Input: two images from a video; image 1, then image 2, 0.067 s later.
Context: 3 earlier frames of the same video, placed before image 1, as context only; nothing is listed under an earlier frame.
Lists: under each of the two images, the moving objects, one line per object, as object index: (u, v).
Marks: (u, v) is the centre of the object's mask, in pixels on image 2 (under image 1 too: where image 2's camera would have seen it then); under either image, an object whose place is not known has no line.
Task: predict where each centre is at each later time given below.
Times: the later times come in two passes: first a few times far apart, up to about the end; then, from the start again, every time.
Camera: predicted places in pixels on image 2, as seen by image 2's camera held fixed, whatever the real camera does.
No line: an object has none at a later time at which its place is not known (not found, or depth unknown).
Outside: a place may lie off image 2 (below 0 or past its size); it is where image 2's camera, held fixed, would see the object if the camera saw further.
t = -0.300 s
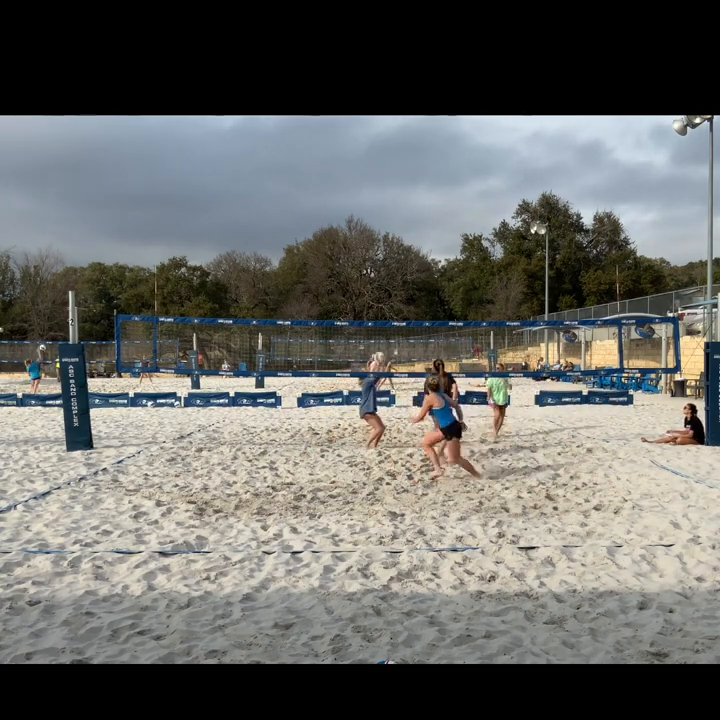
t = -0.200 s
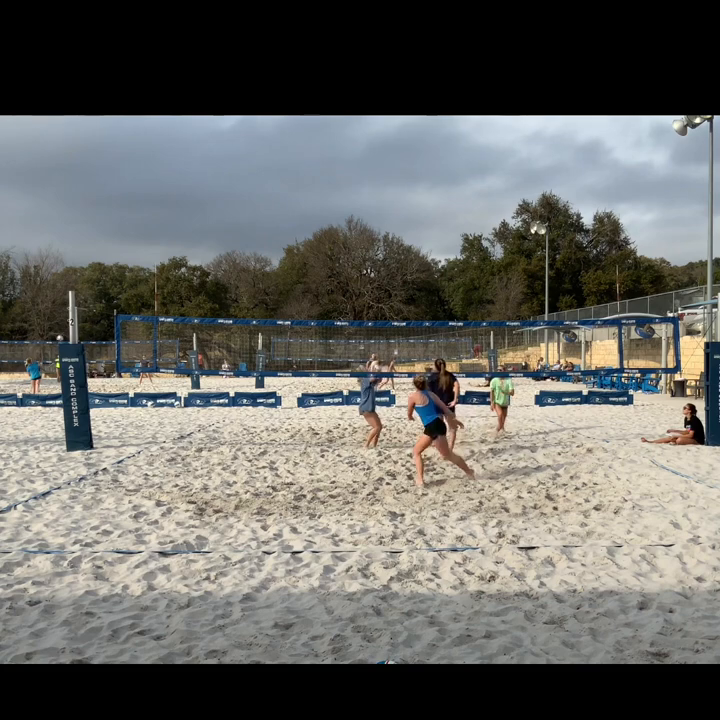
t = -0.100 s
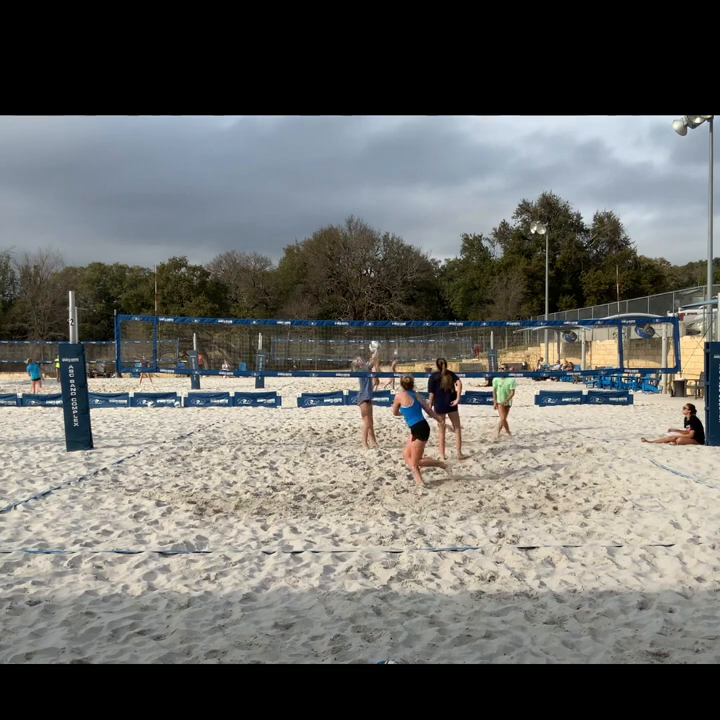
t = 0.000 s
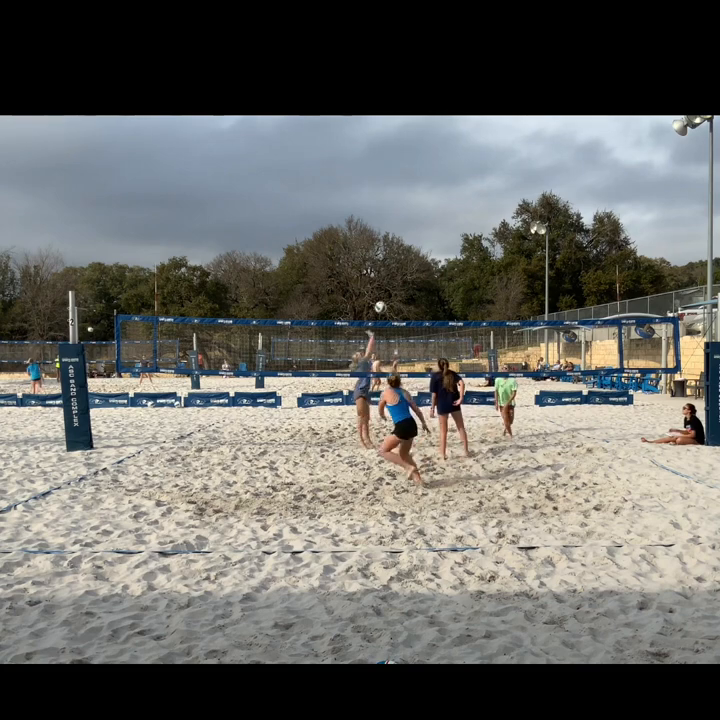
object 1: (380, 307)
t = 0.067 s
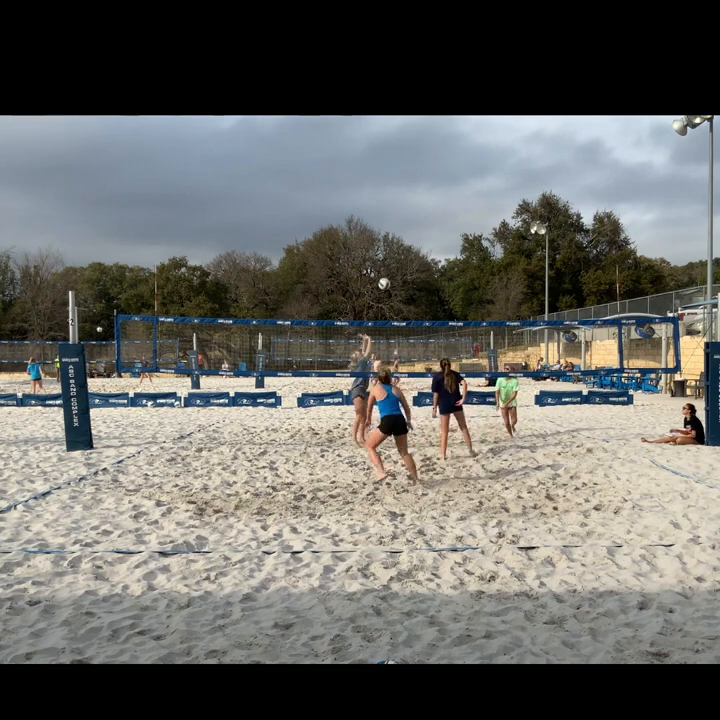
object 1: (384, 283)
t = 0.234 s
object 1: (391, 235)
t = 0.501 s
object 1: (405, 191)
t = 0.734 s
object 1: (416, 184)
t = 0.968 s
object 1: (426, 206)
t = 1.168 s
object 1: (434, 248)
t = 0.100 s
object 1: (385, 273)
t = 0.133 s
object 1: (387, 263)
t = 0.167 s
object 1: (389, 253)
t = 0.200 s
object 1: (390, 243)
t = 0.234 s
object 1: (391, 235)
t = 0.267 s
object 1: (394, 228)
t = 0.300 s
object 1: (395, 221)
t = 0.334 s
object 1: (397, 214)
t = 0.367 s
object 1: (399, 208)
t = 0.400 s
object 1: (400, 203)
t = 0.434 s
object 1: (402, 198)
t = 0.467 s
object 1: (403, 194)
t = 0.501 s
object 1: (405, 191)
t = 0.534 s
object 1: (406, 188)
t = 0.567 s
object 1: (408, 186)
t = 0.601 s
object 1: (409, 184)
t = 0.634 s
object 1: (411, 183)
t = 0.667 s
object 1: (413, 182)
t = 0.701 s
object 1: (414, 183)
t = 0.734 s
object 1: (416, 184)
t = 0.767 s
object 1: (417, 185)
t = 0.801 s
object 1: (419, 187)
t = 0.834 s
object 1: (420, 189)
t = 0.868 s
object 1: (422, 193)
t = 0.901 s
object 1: (423, 197)
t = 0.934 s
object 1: (425, 201)
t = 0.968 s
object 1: (426, 206)
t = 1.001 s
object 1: (427, 212)
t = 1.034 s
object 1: (429, 218)
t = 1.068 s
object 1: (430, 224)
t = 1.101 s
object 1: (432, 232)
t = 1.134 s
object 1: (433, 240)
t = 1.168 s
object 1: (434, 248)
